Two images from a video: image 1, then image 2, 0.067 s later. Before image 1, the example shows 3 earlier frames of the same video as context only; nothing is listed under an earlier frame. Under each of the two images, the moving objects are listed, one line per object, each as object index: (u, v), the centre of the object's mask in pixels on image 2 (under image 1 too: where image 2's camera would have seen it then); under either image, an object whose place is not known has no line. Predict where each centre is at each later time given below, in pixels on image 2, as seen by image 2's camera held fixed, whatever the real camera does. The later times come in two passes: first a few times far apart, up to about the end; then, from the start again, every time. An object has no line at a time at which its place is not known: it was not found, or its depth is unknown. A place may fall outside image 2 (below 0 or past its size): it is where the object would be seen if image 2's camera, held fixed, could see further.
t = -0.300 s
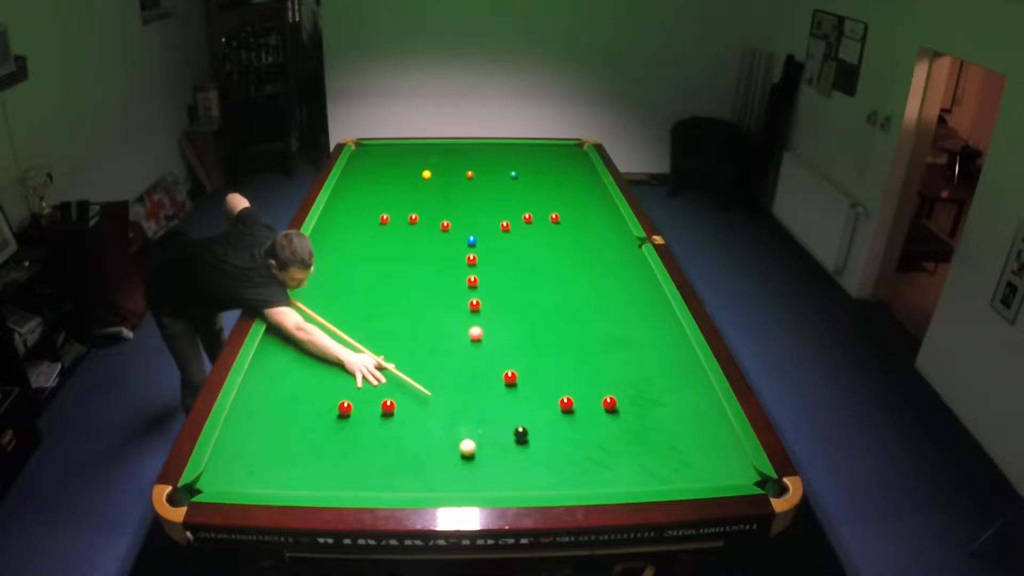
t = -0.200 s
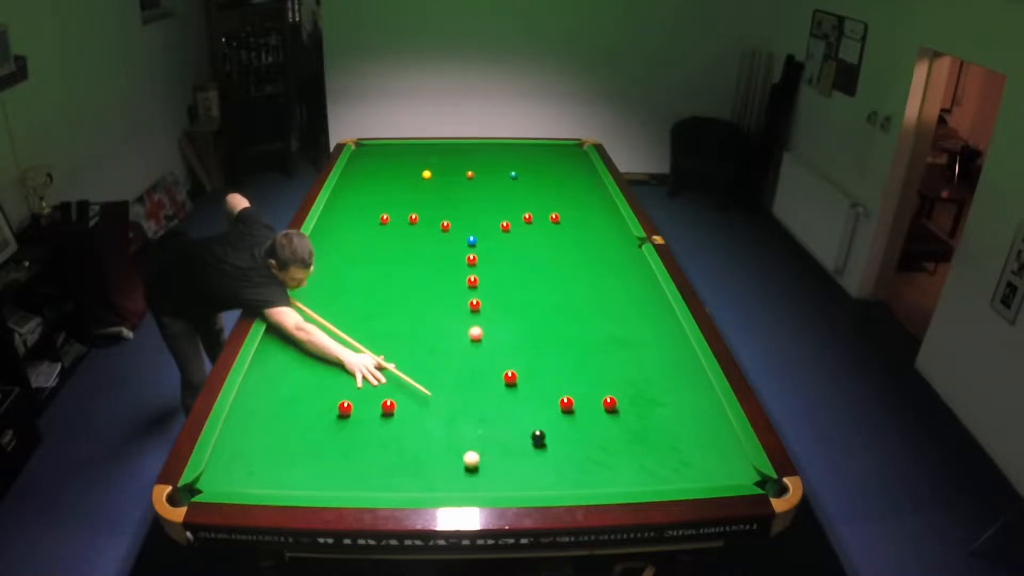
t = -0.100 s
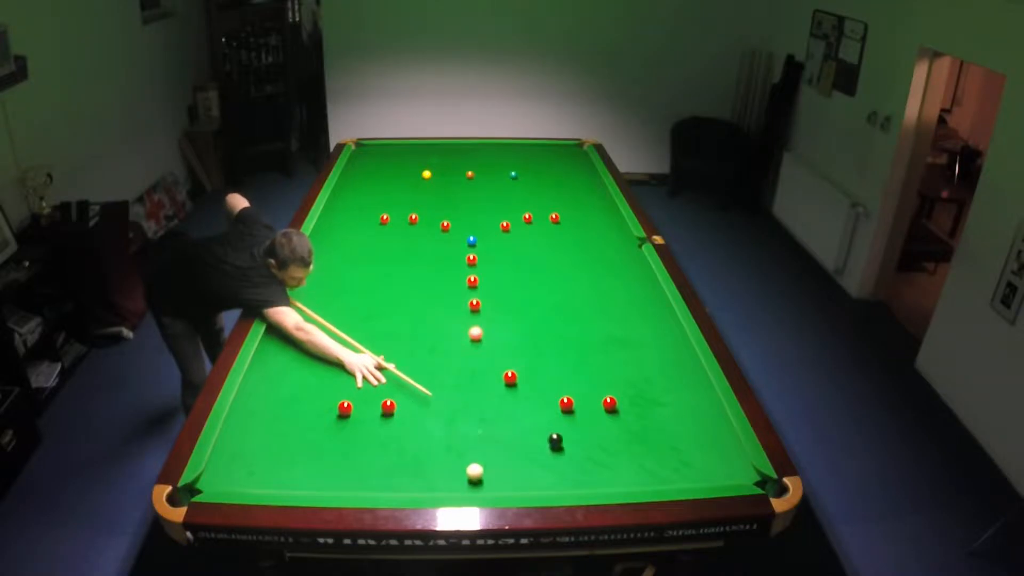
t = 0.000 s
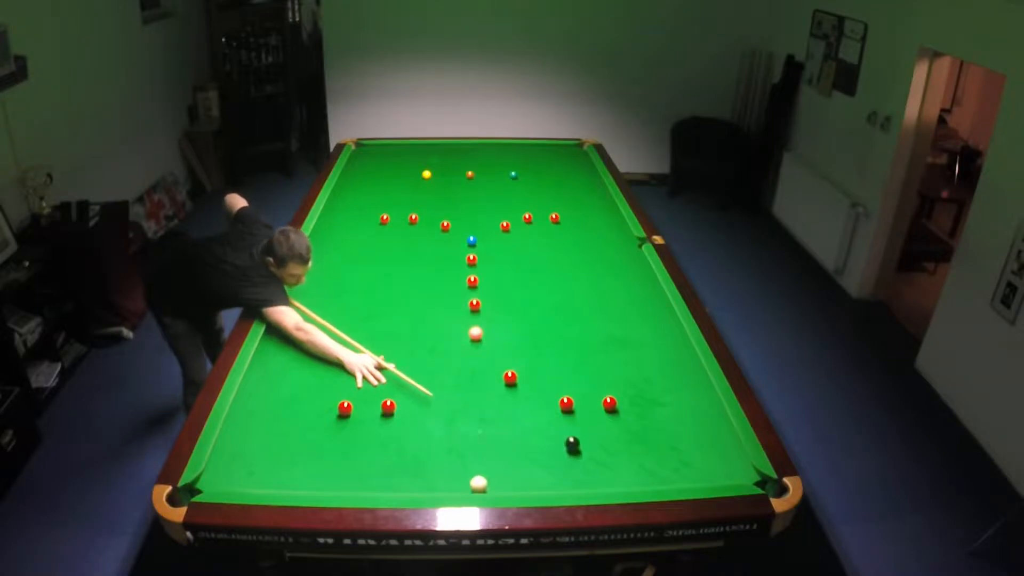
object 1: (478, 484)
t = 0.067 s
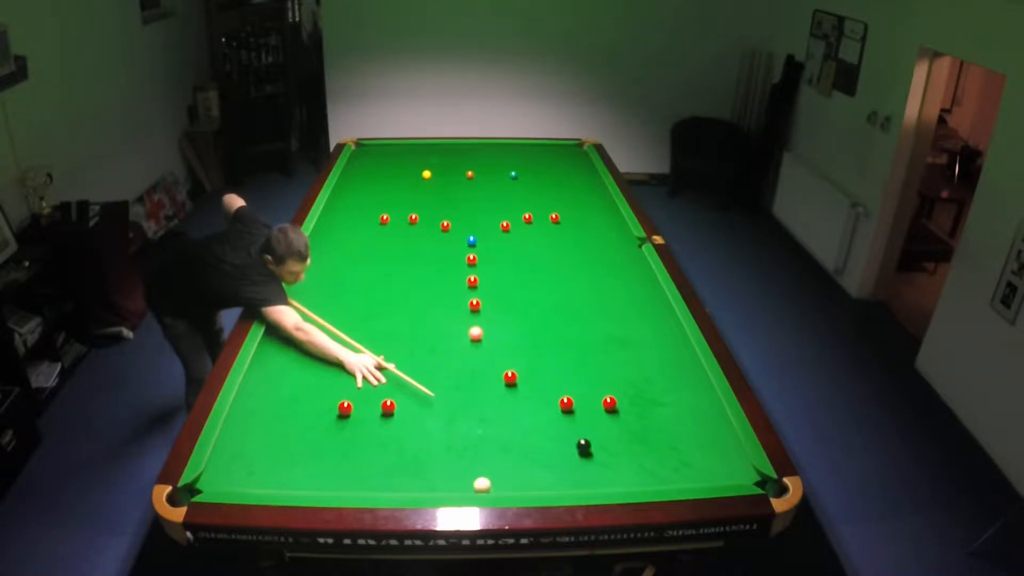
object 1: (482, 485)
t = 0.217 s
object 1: (491, 473)
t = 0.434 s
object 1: (502, 455)
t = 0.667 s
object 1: (513, 439)
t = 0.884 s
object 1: (523, 425)
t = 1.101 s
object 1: (531, 413)
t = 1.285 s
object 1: (538, 404)
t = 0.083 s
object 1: (483, 483)
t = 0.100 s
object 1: (484, 483)
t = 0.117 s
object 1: (485, 481)
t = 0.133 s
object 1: (486, 480)
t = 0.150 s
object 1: (487, 478)
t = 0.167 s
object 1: (488, 477)
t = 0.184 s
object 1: (489, 475)
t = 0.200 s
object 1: (490, 474)
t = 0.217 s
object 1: (491, 473)
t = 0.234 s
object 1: (492, 471)
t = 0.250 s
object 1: (492, 470)
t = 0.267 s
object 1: (493, 468)
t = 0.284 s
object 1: (494, 467)
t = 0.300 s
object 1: (495, 466)
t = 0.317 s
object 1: (496, 464)
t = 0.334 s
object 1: (497, 463)
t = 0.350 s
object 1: (498, 462)
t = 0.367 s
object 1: (499, 460)
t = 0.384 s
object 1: (500, 459)
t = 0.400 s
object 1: (500, 458)
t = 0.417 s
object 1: (501, 457)
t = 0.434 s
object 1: (502, 455)
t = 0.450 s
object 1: (503, 454)
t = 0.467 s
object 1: (504, 453)
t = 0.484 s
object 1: (505, 452)
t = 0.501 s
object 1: (505, 450)
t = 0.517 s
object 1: (506, 449)
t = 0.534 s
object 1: (507, 448)
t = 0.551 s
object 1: (508, 447)
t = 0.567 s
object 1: (509, 446)
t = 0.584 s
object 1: (509, 445)
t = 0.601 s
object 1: (510, 443)
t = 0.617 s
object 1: (511, 442)
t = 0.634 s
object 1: (512, 441)
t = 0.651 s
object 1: (512, 440)
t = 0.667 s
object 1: (513, 439)
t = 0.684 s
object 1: (514, 438)
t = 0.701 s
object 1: (515, 437)
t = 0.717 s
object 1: (516, 436)
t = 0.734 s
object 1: (516, 435)
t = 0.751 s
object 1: (517, 434)
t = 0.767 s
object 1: (518, 432)
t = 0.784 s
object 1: (519, 431)
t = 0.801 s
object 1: (519, 430)
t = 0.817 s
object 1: (520, 429)
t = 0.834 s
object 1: (521, 428)
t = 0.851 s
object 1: (521, 427)
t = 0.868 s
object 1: (522, 426)
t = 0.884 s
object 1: (523, 425)
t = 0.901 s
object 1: (524, 424)
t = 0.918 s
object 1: (524, 423)
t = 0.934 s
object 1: (525, 422)
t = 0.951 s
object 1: (526, 422)
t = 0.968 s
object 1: (526, 420)
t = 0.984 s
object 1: (527, 420)
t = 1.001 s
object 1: (528, 419)
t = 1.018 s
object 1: (528, 418)
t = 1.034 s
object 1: (529, 417)
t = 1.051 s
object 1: (530, 416)
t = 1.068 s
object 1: (530, 415)
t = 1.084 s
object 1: (531, 414)
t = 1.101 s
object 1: (531, 413)
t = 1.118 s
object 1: (532, 412)
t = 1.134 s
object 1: (533, 411)
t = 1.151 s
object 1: (533, 411)
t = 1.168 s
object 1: (534, 410)
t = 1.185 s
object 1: (535, 409)
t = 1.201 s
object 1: (535, 408)
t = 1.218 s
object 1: (536, 407)
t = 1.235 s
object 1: (536, 406)
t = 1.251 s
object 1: (537, 406)
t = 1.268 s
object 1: (537, 405)
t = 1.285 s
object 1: (538, 404)
